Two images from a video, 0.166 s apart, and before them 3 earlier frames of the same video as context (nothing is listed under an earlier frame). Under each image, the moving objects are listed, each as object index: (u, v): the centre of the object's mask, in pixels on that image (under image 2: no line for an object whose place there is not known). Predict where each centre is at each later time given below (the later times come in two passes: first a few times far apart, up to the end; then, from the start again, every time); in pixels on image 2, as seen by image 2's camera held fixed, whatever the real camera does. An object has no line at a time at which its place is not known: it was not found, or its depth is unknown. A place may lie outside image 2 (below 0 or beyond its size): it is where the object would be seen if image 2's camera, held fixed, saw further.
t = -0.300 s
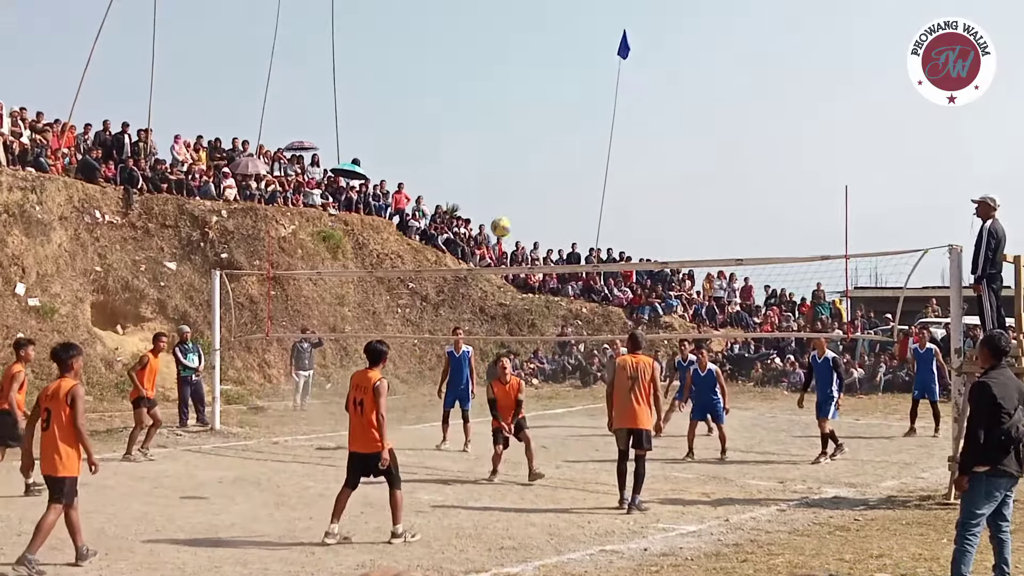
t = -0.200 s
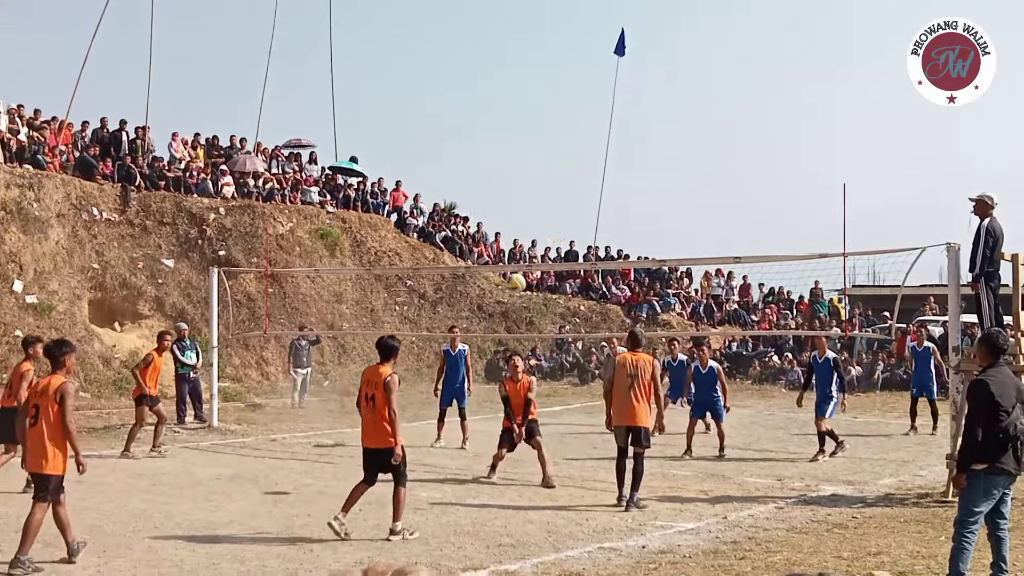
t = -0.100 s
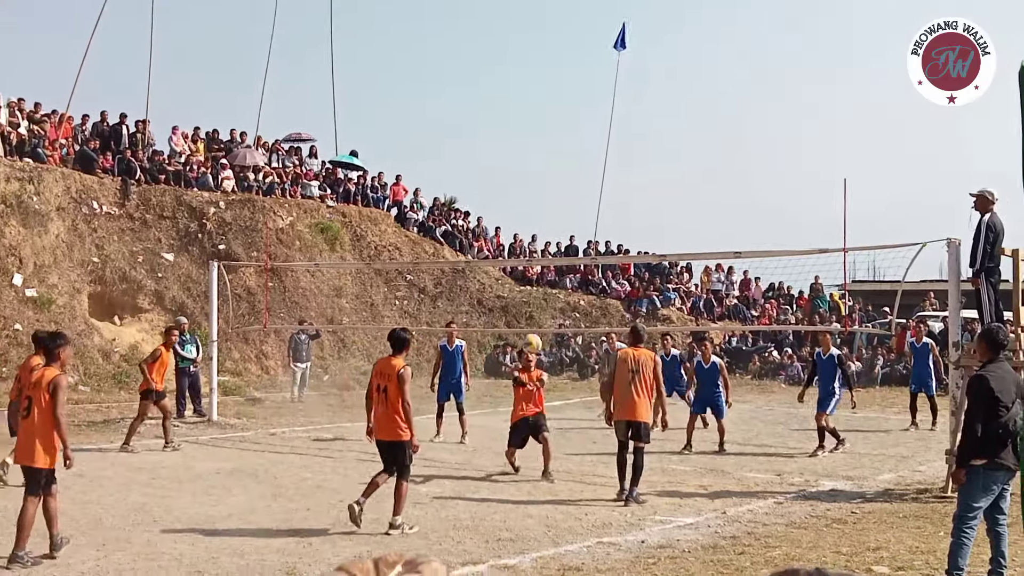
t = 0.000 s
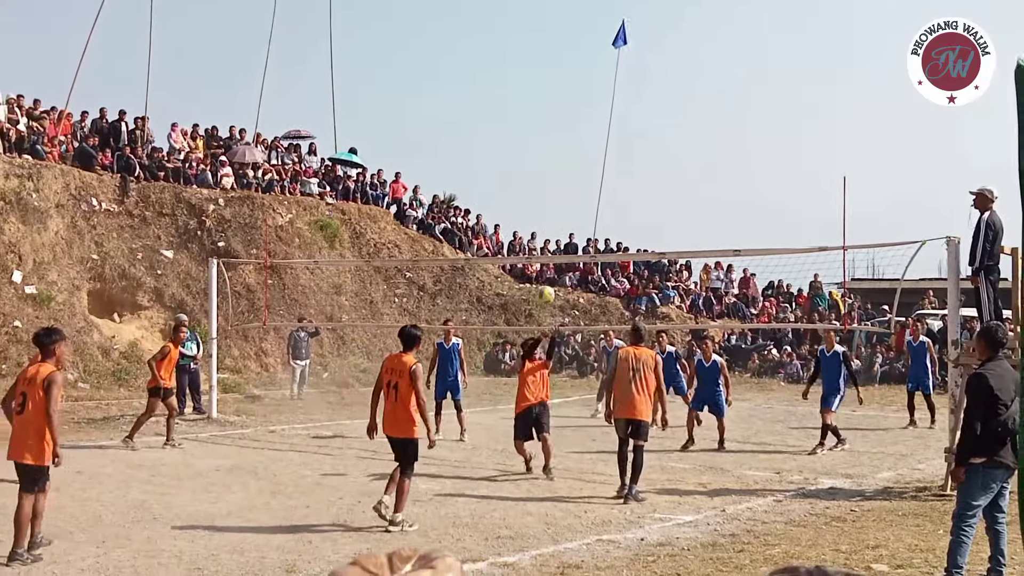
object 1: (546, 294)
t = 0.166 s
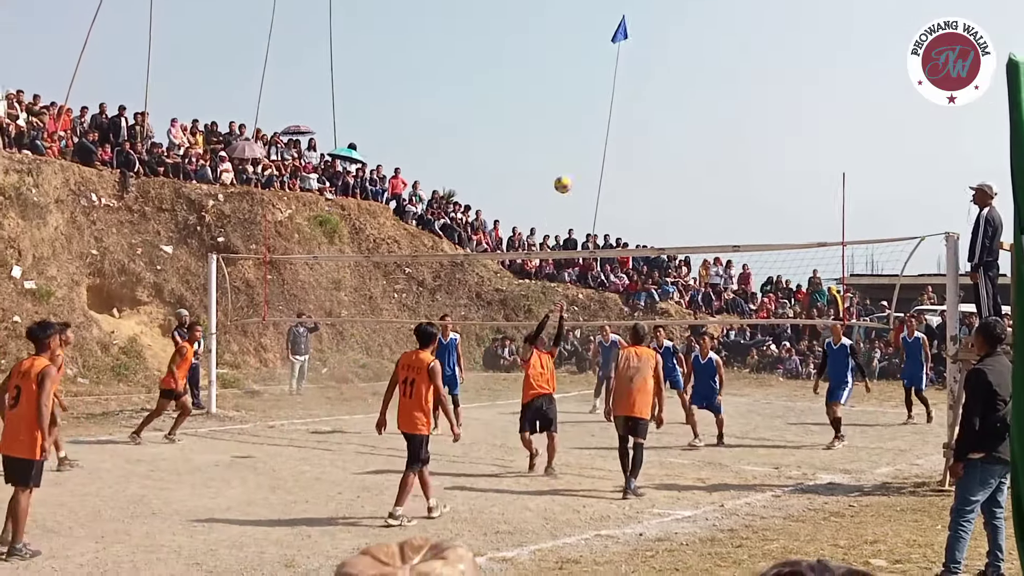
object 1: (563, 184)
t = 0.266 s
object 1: (571, 141)
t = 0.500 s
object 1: (587, 82)
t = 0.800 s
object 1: (602, 81)
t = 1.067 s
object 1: (612, 131)
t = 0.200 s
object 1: (566, 169)
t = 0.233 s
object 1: (568, 154)
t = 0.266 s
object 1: (571, 141)
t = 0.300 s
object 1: (574, 128)
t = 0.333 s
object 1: (577, 117)
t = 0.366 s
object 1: (579, 108)
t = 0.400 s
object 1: (582, 100)
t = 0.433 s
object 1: (584, 93)
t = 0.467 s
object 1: (586, 86)
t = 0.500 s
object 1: (587, 82)
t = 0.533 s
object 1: (590, 79)
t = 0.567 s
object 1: (592, 76)
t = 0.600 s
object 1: (594, 74)
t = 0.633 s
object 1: (596, 73)
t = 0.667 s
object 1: (597, 73)
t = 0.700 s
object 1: (598, 73)
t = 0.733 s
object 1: (600, 75)
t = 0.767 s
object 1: (602, 77)
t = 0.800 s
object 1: (602, 81)
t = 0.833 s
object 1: (604, 85)
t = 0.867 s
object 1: (605, 89)
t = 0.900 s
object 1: (607, 94)
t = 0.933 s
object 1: (608, 100)
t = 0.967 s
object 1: (609, 107)
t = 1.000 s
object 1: (610, 115)
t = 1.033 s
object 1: (611, 123)
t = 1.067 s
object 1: (612, 131)
